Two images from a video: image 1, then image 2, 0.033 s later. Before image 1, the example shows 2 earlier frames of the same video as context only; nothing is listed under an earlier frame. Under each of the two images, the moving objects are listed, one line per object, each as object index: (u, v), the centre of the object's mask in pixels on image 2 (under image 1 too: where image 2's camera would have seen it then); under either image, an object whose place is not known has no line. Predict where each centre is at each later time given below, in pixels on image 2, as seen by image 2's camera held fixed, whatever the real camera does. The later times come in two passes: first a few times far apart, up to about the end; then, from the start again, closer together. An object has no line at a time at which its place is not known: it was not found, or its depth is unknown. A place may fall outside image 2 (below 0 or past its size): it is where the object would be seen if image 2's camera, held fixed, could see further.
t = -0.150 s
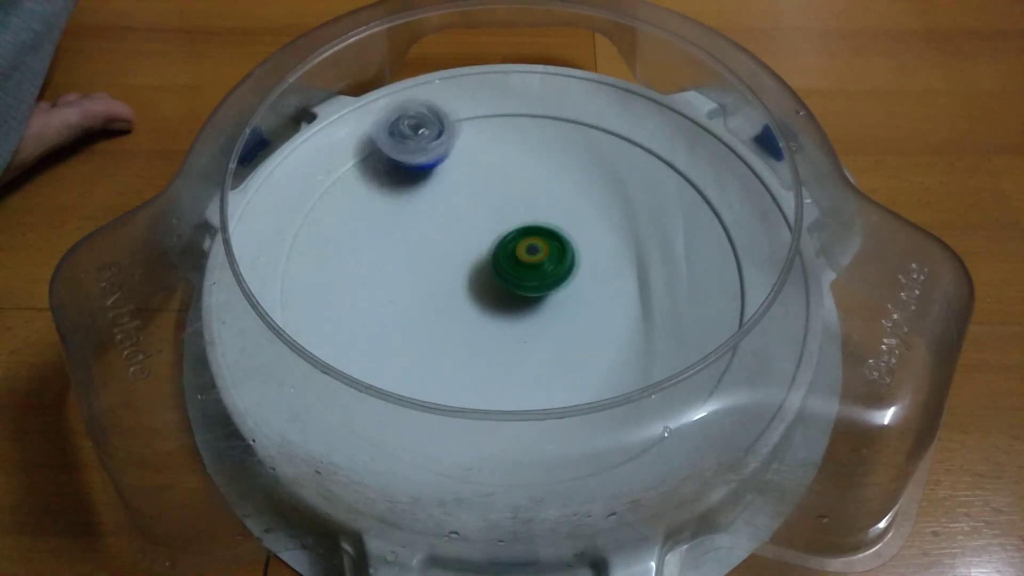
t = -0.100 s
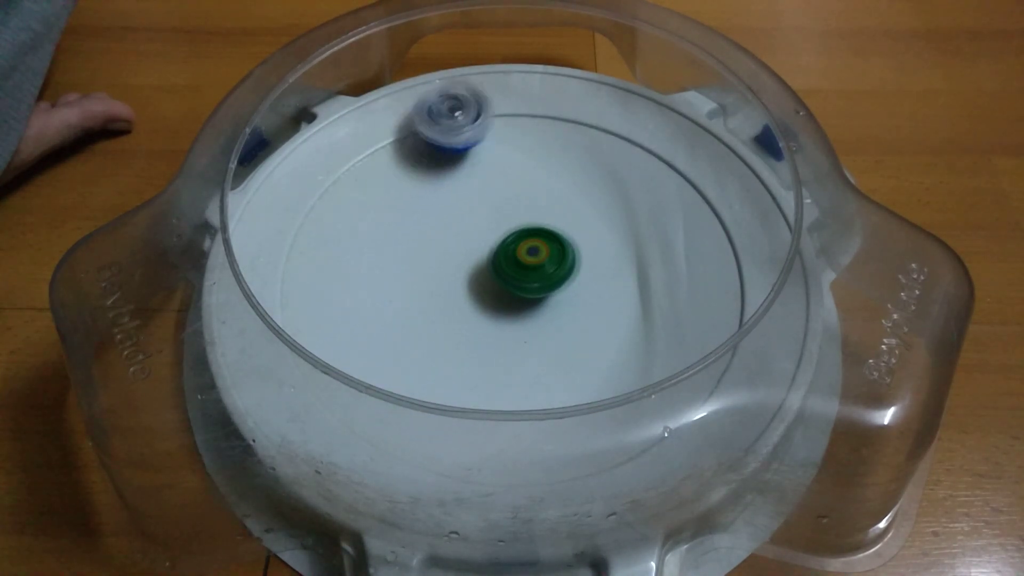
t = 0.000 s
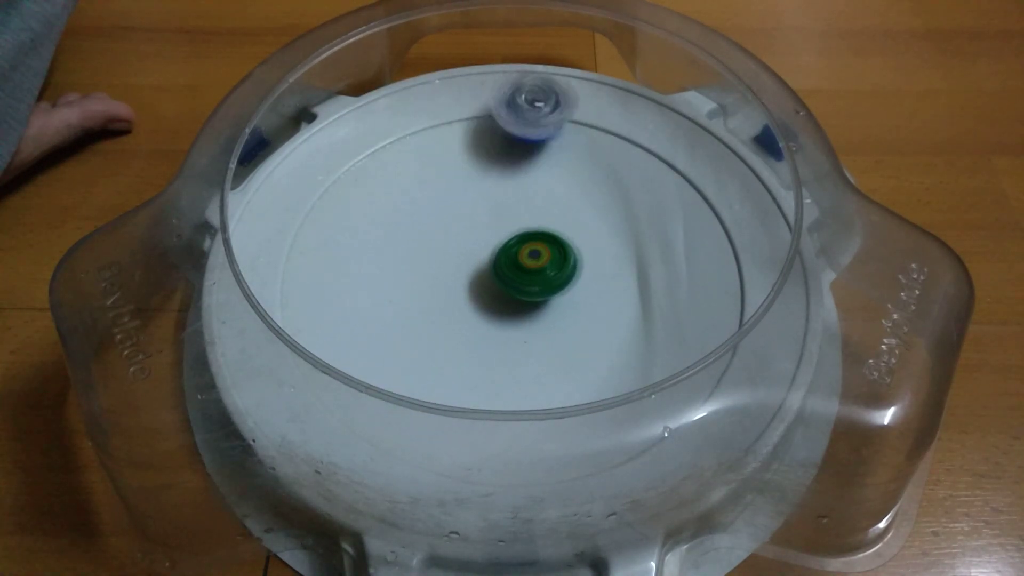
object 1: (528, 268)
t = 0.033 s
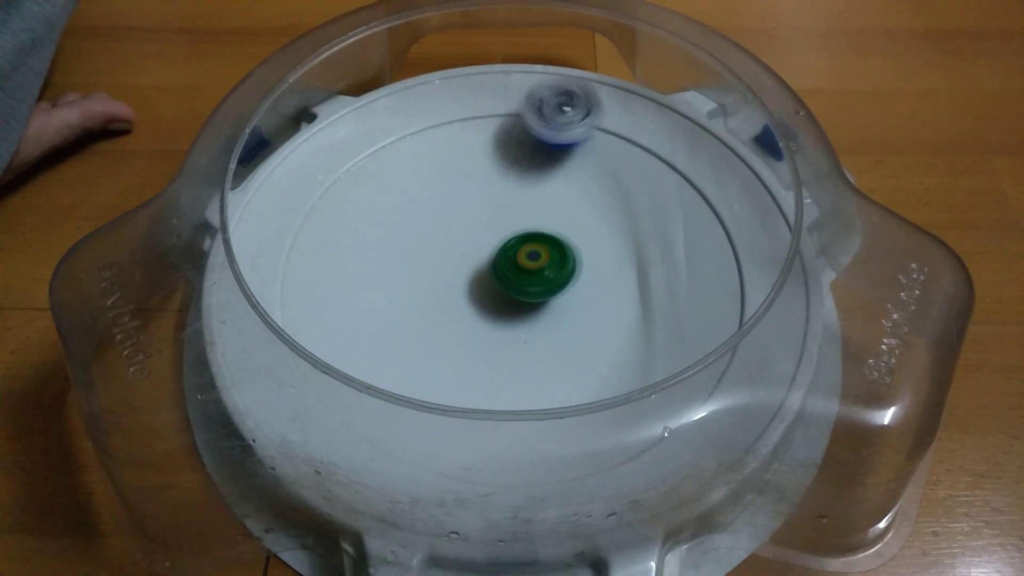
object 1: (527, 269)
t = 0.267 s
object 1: (520, 275)
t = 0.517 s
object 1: (507, 278)
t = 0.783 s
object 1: (495, 272)
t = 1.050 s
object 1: (486, 265)
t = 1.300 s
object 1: (483, 259)
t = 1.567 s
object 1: (493, 249)
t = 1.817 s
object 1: (506, 248)
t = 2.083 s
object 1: (517, 256)
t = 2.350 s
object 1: (523, 268)
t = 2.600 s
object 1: (520, 277)
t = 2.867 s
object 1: (509, 281)
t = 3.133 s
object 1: (499, 271)
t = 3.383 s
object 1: (489, 261)
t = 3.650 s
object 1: (487, 250)
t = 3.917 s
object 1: (493, 249)
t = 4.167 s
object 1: (505, 253)
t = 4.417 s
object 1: (513, 264)
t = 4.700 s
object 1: (516, 279)
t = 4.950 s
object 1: (512, 284)
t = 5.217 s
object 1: (507, 277)
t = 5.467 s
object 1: (500, 265)
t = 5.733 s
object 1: (496, 256)
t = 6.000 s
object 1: (500, 251)
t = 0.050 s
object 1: (527, 270)
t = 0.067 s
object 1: (527, 271)
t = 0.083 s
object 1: (526, 271)
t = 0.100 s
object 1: (525, 272)
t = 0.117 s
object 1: (525, 272)
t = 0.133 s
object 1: (525, 272)
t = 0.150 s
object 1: (524, 273)
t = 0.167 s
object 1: (524, 274)
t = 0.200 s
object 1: (523, 274)
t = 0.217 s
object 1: (522, 275)
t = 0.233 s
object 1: (522, 275)
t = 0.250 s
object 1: (521, 275)
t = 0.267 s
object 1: (520, 275)
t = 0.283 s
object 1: (520, 276)
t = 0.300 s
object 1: (519, 276)
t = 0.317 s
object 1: (518, 276)
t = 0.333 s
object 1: (517, 277)
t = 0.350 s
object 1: (517, 277)
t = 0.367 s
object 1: (515, 277)
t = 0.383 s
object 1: (514, 278)
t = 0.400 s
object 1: (515, 278)
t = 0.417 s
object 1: (513, 277)
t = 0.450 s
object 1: (511, 279)
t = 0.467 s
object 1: (510, 279)
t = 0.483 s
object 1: (508, 279)
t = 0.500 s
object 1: (507, 279)
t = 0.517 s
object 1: (507, 278)
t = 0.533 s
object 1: (505, 278)
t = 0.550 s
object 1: (507, 276)
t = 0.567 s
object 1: (507, 275)
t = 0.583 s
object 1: (506, 275)
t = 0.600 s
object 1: (505, 275)
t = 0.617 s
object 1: (506, 275)
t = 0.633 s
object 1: (504, 275)
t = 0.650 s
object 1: (503, 275)
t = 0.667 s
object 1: (502, 275)
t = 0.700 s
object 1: (499, 274)
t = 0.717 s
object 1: (499, 274)
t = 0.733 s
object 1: (498, 273)
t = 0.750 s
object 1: (496, 273)
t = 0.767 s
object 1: (496, 273)
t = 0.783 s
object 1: (495, 272)
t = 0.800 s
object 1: (493, 272)
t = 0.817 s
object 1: (493, 272)
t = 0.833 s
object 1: (493, 271)
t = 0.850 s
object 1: (491, 271)
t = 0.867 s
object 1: (490, 270)
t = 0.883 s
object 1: (490, 270)
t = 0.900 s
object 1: (489, 269)
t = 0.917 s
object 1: (488, 269)
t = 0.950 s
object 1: (487, 268)
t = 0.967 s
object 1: (486, 268)
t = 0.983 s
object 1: (487, 267)
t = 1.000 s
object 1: (486, 266)
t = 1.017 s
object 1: (486, 266)
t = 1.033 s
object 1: (486, 265)
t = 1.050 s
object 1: (486, 265)
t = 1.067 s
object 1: (484, 265)
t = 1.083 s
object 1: (485, 264)
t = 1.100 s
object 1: (484, 263)
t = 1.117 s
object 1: (483, 263)
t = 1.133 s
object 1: (484, 262)
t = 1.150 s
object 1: (484, 261)
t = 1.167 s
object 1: (484, 261)
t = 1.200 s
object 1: (485, 260)
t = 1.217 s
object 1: (484, 260)
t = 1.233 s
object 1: (485, 259)
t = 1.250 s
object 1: (485, 259)
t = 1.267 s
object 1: (484, 258)
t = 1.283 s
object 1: (483, 261)
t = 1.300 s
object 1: (483, 259)
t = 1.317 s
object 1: (482, 259)
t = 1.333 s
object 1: (484, 259)
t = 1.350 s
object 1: (484, 257)
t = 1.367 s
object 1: (484, 257)
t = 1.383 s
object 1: (485, 257)
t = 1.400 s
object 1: (485, 256)
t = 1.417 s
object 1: (485, 256)
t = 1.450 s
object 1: (487, 255)
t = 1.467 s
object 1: (487, 255)
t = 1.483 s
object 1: (489, 254)
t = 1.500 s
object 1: (488, 254)
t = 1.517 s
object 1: (489, 254)
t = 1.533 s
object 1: (492, 250)
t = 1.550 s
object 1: (492, 249)
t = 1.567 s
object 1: (493, 249)
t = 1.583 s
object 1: (495, 248)
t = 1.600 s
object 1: (495, 248)
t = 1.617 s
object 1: (496, 248)
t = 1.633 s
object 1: (497, 248)
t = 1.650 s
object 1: (498, 248)
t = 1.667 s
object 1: (499, 248)
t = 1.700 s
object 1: (505, 245)
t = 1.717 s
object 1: (502, 247)
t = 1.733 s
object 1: (502, 247)
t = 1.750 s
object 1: (502, 247)
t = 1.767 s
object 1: (503, 247)
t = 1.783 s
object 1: (504, 247)
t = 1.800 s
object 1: (504, 247)
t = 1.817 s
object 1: (506, 248)
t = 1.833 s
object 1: (507, 247)
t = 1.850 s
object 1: (507, 248)
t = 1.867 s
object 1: (509, 248)
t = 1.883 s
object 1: (508, 249)
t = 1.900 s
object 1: (510, 249)
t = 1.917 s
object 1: (510, 250)
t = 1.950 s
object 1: (512, 251)
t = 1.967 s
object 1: (513, 251)
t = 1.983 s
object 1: (513, 252)
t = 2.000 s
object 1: (514, 253)
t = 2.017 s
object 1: (515, 253)
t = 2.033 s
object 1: (515, 254)
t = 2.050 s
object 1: (517, 254)
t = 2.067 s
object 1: (517, 255)
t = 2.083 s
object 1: (517, 256)
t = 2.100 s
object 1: (519, 256)
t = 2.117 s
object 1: (516, 259)
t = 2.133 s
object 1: (520, 258)
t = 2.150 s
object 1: (518, 261)
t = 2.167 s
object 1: (520, 259)
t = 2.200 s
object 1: (520, 262)
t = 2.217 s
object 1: (520, 263)
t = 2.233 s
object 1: (521, 264)
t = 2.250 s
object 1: (521, 264)
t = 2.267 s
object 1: (521, 265)
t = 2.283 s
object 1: (522, 265)
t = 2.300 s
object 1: (522, 266)
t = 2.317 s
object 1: (522, 267)
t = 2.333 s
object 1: (523, 267)
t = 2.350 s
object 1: (523, 268)
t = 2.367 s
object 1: (523, 269)
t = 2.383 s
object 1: (523, 270)
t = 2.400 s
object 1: (523, 270)
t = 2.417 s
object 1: (525, 270)
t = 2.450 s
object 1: (525, 271)
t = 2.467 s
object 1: (525, 272)
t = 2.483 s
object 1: (525, 272)
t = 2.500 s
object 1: (525, 273)
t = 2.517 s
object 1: (524, 273)
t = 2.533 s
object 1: (524, 274)
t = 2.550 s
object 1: (524, 274)
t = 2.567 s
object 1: (523, 274)
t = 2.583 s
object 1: (520, 278)
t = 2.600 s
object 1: (520, 277)
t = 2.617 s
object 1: (519, 278)
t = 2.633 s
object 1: (519, 279)
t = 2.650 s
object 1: (518, 278)
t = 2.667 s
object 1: (517, 279)
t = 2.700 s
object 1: (517, 279)
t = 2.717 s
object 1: (516, 280)
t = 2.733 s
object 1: (516, 280)
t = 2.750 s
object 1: (515, 280)
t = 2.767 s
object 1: (514, 280)
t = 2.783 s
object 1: (514, 280)
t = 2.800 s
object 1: (512, 280)
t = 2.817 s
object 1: (512, 280)
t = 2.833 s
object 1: (511, 280)
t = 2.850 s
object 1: (510, 280)
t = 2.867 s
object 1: (509, 281)
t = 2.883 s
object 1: (511, 278)
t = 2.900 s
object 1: (508, 280)
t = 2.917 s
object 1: (507, 279)
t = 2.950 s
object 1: (509, 277)
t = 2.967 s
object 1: (507, 276)
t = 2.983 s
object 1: (507, 276)
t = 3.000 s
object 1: (506, 275)
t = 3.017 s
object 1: (504, 275)
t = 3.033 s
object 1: (504, 275)
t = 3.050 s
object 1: (503, 274)
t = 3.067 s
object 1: (502, 274)
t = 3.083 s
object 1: (502, 273)
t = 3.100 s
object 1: (500, 272)
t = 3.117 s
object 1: (500, 272)
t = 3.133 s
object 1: (499, 271)
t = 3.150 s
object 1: (498, 271)
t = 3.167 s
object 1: (497, 270)
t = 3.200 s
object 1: (495, 269)
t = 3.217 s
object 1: (494, 268)
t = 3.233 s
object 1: (493, 267)
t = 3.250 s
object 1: (493, 266)
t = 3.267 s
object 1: (492, 265)
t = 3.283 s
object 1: (491, 265)
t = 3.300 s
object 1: (491, 264)
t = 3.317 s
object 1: (490, 263)
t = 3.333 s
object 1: (491, 263)
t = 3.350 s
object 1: (489, 262)
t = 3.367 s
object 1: (489, 261)
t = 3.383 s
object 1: (489, 261)
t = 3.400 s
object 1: (488, 260)
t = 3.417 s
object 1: (489, 259)
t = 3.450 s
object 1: (487, 258)
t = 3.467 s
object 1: (488, 257)
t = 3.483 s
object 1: (487, 256)
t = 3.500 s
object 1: (488, 256)
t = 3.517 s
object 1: (487, 255)
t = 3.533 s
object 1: (485, 257)
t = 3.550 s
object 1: (485, 257)
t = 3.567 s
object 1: (484, 256)
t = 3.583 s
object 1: (486, 255)
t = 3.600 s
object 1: (487, 251)
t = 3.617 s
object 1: (487, 252)
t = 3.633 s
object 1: (487, 251)
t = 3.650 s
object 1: (487, 250)
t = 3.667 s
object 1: (487, 250)
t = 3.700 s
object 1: (487, 250)
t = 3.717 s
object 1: (487, 250)
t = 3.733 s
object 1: (487, 249)
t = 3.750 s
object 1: (488, 249)
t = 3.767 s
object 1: (488, 249)
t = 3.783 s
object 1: (488, 249)
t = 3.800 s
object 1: (489, 249)
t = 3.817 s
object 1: (488, 249)
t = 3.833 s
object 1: (490, 248)
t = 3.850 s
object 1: (490, 248)
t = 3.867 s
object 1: (491, 249)
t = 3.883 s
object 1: (491, 248)
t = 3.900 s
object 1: (491, 249)
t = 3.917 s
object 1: (493, 249)
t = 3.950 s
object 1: (494, 249)
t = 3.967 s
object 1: (495, 249)
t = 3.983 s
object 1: (496, 249)
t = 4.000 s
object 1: (497, 249)
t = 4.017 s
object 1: (497, 249)
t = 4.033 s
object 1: (499, 250)
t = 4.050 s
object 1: (498, 250)
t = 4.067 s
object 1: (499, 250)
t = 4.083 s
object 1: (501, 251)
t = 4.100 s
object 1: (501, 251)
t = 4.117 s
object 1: (502, 252)
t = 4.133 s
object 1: (503, 252)
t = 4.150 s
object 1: (501, 256)
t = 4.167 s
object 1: (505, 253)
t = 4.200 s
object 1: (504, 257)
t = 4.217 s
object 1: (504, 257)
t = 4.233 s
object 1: (505, 259)
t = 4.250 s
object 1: (506, 259)
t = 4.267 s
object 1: (506, 260)
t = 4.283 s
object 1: (507, 260)
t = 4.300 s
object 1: (508, 260)
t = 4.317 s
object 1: (509, 262)
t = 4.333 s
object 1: (509, 262)
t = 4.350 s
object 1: (510, 264)
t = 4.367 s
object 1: (511, 264)
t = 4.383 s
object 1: (510, 265)
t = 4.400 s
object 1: (513, 264)
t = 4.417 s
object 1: (513, 264)
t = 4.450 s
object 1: (515, 266)
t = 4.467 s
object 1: (515, 267)
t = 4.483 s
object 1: (516, 267)
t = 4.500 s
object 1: (516, 268)
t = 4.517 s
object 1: (517, 269)
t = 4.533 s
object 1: (517, 270)
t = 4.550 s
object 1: (518, 271)
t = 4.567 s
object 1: (518, 271)
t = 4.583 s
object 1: (518, 272)
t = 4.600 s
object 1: (519, 273)
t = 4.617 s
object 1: (518, 273)
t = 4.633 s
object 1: (519, 274)
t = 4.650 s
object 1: (518, 275)
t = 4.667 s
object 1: (519, 276)
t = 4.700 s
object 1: (516, 279)
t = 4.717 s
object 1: (516, 280)
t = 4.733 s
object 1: (516, 280)
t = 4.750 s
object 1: (516, 281)
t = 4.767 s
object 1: (515, 281)
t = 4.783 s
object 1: (515, 282)
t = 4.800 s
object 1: (515, 282)
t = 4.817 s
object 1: (514, 282)
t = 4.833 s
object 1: (515, 283)
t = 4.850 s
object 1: (514, 283)
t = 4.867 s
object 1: (514, 283)
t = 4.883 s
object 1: (513, 283)
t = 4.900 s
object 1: (513, 284)
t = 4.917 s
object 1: (513, 284)
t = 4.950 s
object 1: (512, 284)
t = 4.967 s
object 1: (510, 284)
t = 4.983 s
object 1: (510, 284)
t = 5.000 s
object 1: (510, 283)
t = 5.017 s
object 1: (509, 283)
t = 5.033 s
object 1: (509, 283)
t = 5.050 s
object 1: (508, 283)
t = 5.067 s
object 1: (508, 283)
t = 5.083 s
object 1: (507, 282)
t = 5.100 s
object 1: (508, 283)
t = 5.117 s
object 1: (506, 282)
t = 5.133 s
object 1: (506, 282)
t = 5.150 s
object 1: (509, 278)
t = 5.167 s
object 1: (508, 278)
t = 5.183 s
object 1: (508, 277)
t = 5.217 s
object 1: (507, 277)
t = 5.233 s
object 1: (505, 276)
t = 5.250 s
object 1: (505, 276)
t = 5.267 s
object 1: (505, 274)
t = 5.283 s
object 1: (504, 274)
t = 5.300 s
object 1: (503, 273)
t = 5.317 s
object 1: (502, 273)
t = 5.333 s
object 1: (502, 272)
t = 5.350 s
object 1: (501, 271)
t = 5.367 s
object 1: (502, 271)
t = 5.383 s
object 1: (501, 269)
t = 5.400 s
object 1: (501, 269)
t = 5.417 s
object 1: (501, 268)
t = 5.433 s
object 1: (500, 267)
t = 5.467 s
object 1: (500, 265)
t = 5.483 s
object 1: (498, 266)
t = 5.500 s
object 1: (498, 265)
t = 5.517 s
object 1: (499, 265)
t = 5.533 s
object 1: (498, 263)
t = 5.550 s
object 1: (498, 263)
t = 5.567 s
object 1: (498, 262)
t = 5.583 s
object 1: (496, 262)
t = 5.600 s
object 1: (499, 258)
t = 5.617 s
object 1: (495, 260)
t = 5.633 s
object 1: (496, 259)
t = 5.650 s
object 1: (495, 259)
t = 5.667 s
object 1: (496, 258)
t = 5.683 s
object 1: (495, 257)
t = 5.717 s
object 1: (495, 256)
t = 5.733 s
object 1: (496, 256)
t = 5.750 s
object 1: (496, 255)
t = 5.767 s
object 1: (495, 254)
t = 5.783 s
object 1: (496, 254)
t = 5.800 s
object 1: (496, 254)
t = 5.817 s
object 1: (497, 253)
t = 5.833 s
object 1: (496, 252)
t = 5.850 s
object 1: (497, 252)
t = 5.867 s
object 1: (498, 251)
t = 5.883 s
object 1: (498, 251)
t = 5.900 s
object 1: (498, 251)
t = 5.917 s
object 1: (498, 251)
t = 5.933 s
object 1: (499, 251)
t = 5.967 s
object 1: (500, 251)
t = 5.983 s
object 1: (500, 251)
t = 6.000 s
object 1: (500, 251)
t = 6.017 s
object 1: (499, 251)
